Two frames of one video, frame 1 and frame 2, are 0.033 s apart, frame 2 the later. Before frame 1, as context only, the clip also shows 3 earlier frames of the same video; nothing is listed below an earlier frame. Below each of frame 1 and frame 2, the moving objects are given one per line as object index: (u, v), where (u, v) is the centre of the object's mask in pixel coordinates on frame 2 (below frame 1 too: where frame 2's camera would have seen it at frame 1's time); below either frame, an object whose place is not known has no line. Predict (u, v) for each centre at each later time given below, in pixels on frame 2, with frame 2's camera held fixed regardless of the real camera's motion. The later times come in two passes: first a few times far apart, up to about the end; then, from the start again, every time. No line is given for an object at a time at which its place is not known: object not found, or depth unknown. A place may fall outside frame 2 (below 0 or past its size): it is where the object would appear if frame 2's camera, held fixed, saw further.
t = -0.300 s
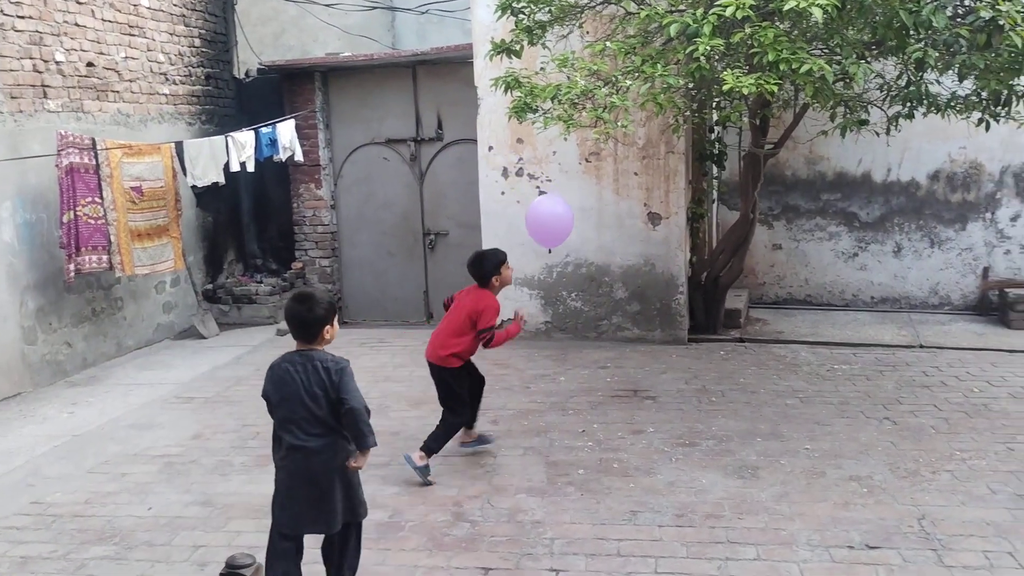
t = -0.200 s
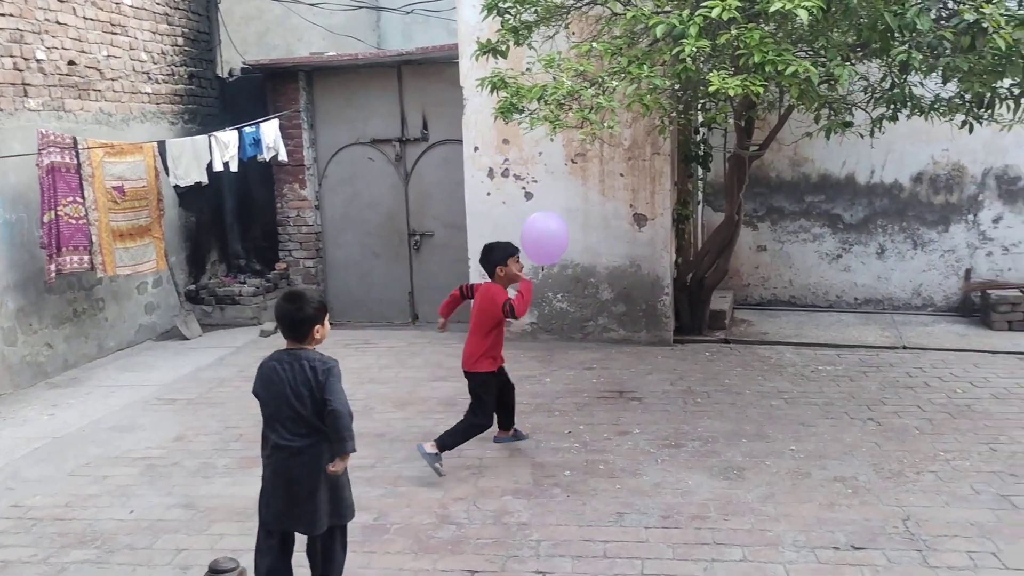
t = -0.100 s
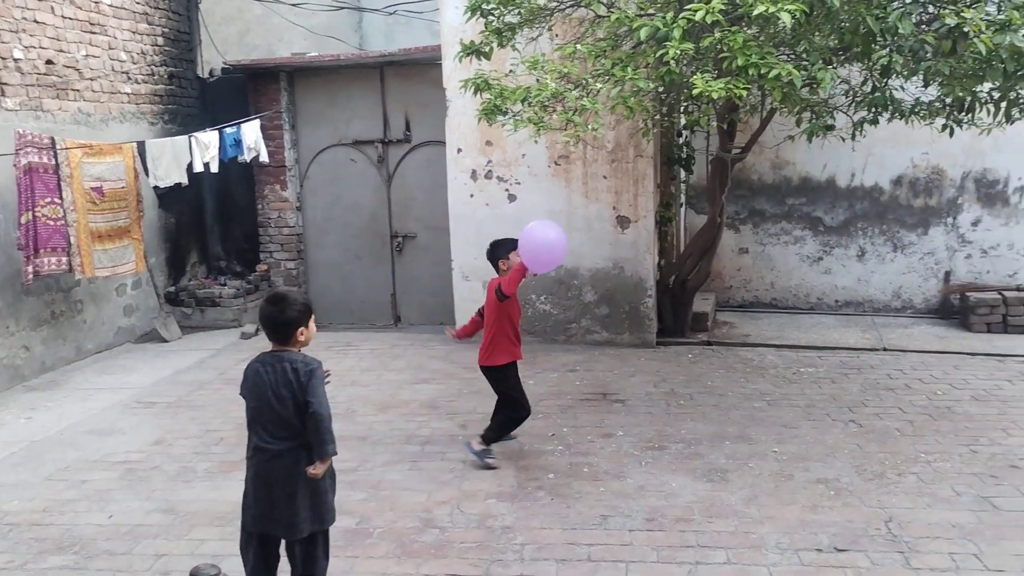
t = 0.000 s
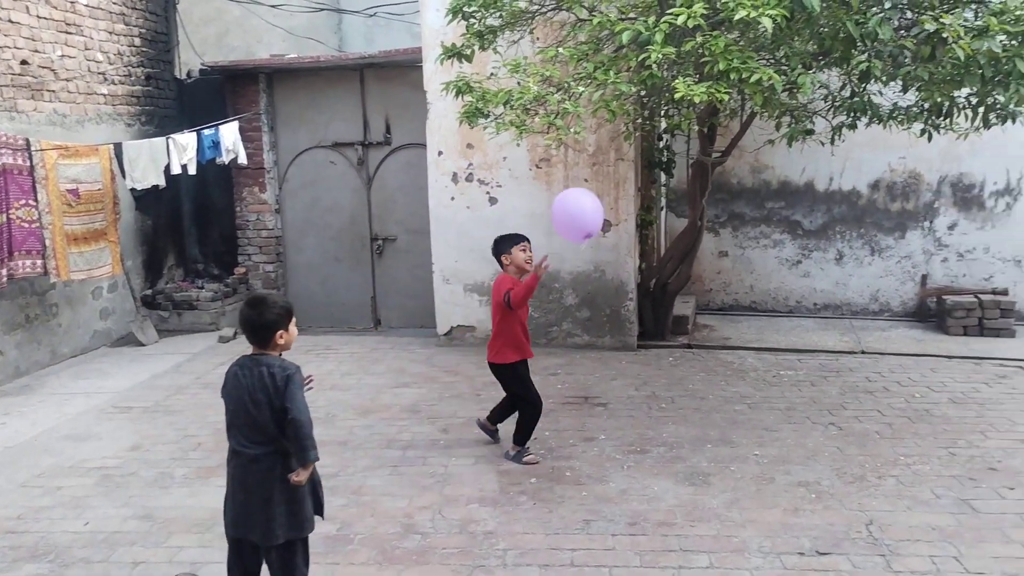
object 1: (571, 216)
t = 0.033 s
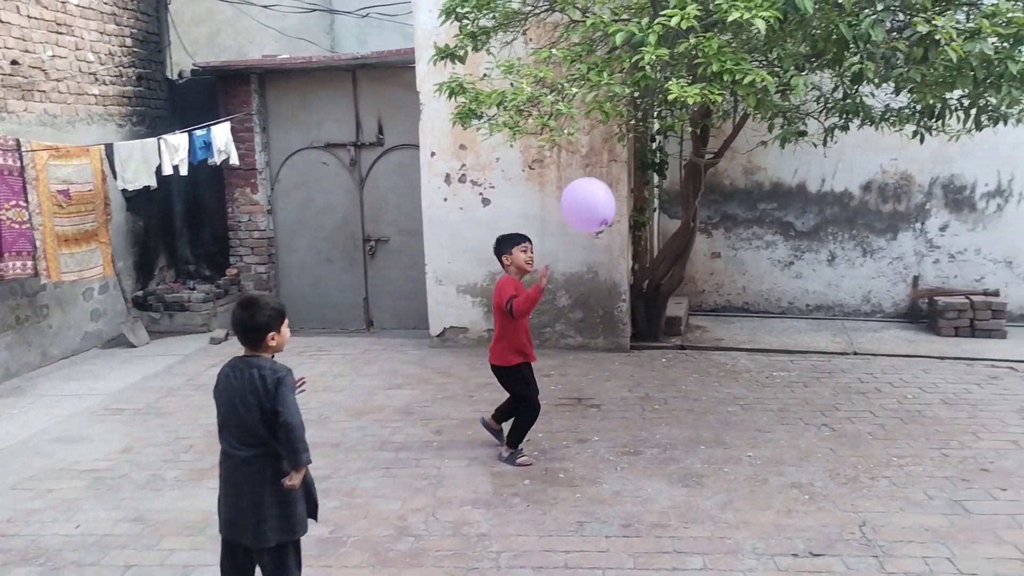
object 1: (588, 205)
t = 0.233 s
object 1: (657, 154)
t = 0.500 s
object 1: (697, 140)
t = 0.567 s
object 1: (709, 140)
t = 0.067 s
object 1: (604, 195)
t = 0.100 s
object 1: (619, 185)
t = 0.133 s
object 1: (632, 176)
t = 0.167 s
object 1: (642, 168)
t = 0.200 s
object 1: (650, 160)
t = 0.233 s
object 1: (657, 154)
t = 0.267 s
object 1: (662, 150)
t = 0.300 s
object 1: (667, 146)
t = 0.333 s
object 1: (672, 144)
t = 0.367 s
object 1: (676, 142)
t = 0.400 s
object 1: (681, 141)
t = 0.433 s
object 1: (686, 140)
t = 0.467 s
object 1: (692, 140)
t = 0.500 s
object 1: (697, 140)
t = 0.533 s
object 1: (703, 140)
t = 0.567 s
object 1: (709, 140)
